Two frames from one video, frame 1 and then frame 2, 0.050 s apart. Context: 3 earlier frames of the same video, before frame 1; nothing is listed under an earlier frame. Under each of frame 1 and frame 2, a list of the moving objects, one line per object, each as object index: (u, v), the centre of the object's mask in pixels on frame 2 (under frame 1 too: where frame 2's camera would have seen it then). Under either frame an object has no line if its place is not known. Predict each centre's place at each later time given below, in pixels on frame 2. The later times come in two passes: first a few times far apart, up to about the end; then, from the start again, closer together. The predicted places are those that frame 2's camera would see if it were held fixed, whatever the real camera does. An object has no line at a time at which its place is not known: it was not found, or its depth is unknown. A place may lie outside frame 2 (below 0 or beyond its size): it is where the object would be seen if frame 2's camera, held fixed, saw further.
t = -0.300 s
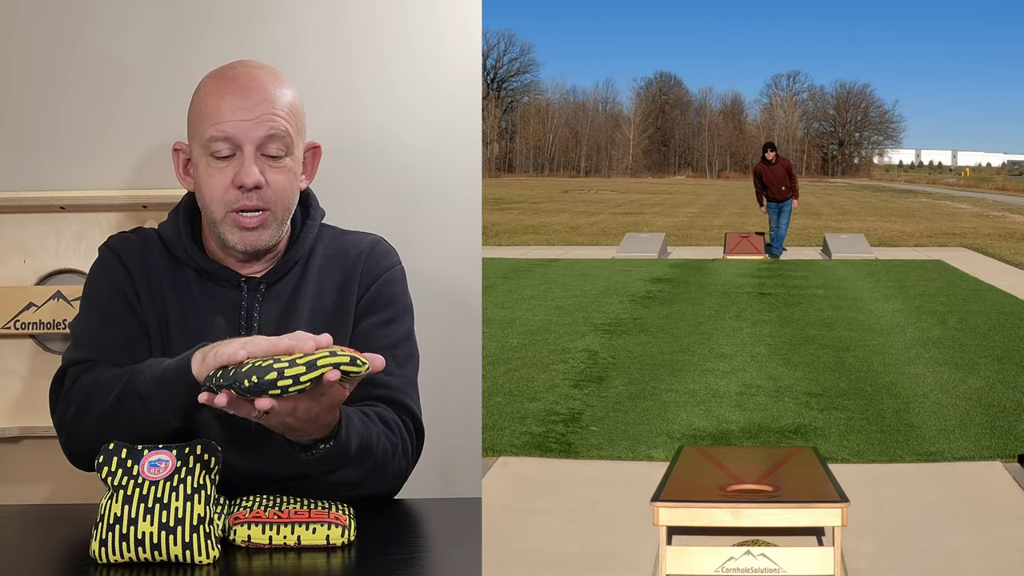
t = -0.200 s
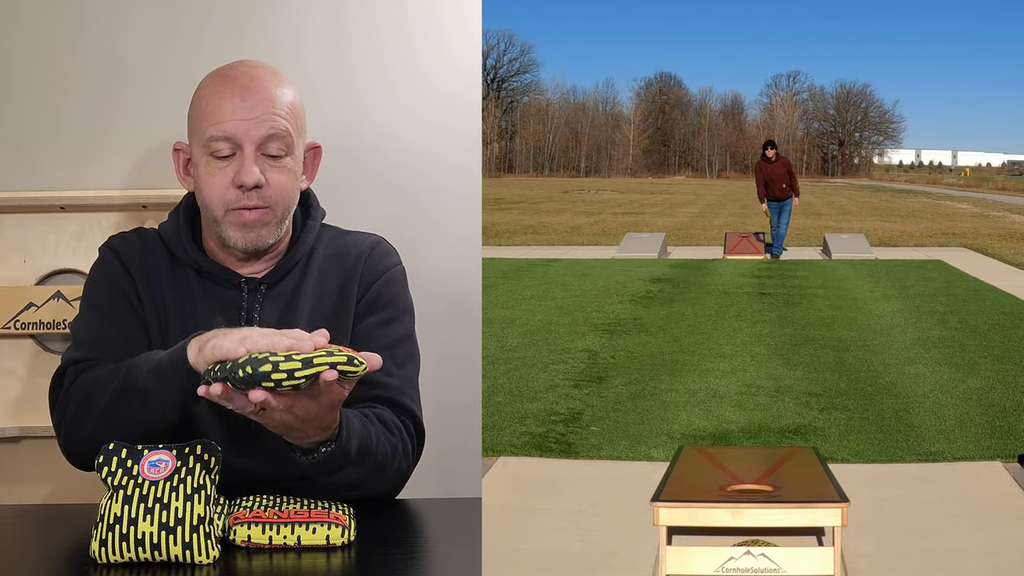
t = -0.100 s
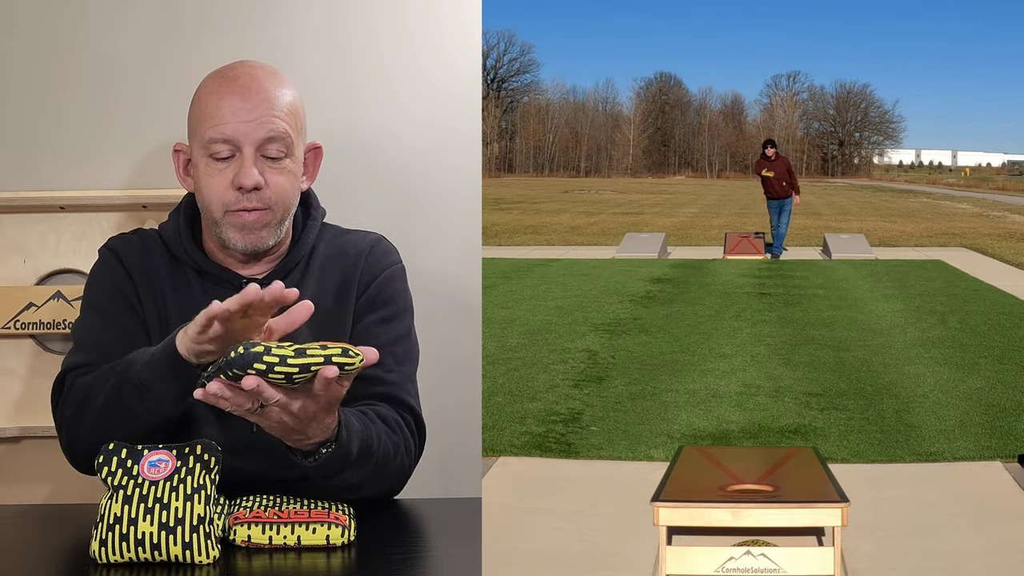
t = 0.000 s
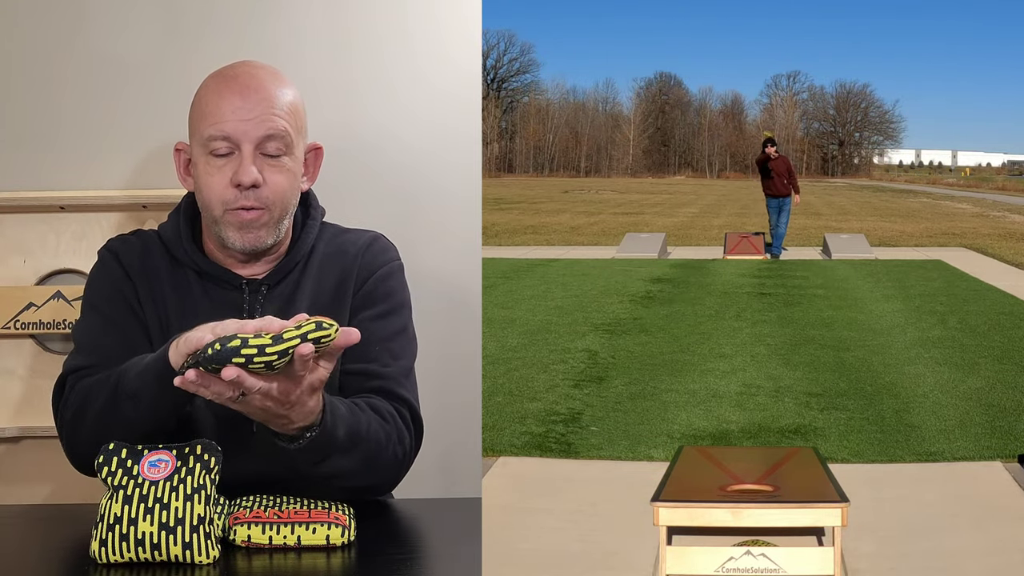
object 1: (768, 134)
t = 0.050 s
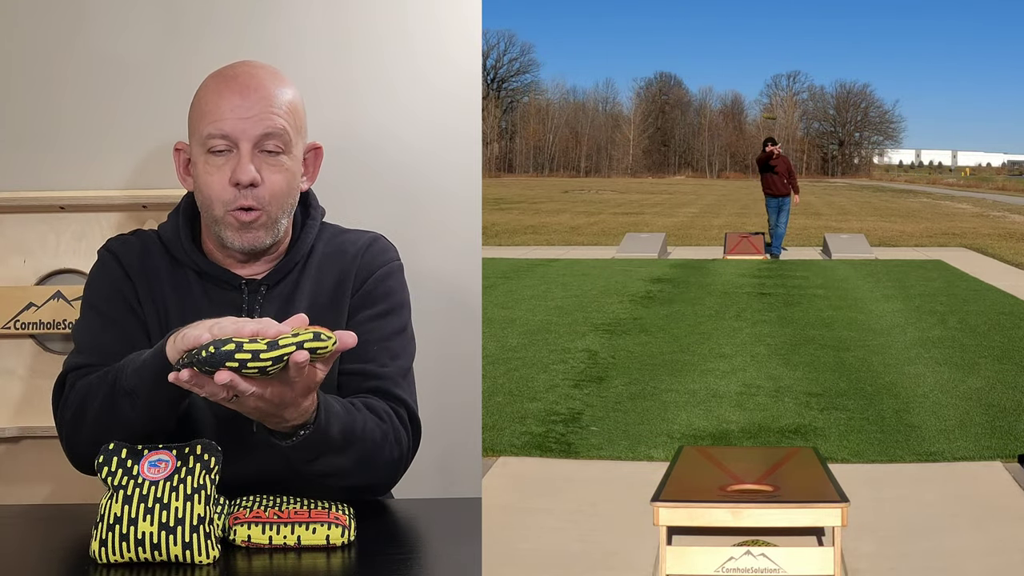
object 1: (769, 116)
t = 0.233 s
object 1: (768, 65)
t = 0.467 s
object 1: (767, 33)
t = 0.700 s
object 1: (765, 62)
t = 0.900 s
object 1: (763, 174)
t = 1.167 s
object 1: (756, 460)
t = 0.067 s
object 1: (768, 113)
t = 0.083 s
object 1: (768, 108)
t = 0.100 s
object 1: (768, 100)
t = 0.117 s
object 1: (767, 98)
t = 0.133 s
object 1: (767, 92)
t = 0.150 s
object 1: (768, 87)
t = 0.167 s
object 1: (767, 83)
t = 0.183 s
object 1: (767, 78)
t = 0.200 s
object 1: (767, 73)
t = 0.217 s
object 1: (767, 69)
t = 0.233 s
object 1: (768, 65)
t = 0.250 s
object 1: (767, 61)
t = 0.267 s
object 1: (768, 58)
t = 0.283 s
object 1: (767, 55)
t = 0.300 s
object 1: (767, 52)
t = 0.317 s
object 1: (767, 49)
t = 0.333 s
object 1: (767, 46)
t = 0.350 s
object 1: (767, 43)
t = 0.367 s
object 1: (767, 41)
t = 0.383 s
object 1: (767, 39)
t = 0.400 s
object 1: (768, 37)
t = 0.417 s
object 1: (767, 36)
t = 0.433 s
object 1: (767, 35)
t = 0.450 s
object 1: (767, 34)
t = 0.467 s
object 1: (767, 33)
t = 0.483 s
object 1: (767, 33)
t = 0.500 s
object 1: (767, 33)
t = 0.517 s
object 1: (766, 33)
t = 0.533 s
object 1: (766, 34)
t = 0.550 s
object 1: (766, 35)
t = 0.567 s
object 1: (766, 36)
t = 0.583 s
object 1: (766, 38)
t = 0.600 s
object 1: (766, 40)
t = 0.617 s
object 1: (766, 43)
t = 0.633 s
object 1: (766, 45)
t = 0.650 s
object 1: (766, 49)
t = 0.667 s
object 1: (765, 53)
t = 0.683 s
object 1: (766, 57)
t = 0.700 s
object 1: (765, 62)
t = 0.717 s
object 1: (765, 67)
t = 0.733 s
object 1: (765, 73)
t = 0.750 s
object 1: (765, 80)
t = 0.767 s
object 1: (765, 88)
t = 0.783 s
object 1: (765, 96)
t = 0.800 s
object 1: (764, 104)
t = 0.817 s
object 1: (764, 114)
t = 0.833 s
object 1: (764, 124)
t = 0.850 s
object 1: (761, 136)
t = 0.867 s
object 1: (763, 147)
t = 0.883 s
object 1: (764, 160)
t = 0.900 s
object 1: (763, 174)
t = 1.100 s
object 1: (761, 452)
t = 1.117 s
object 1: (760, 455)
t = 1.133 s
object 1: (758, 458)
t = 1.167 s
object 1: (756, 460)
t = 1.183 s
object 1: (757, 459)
